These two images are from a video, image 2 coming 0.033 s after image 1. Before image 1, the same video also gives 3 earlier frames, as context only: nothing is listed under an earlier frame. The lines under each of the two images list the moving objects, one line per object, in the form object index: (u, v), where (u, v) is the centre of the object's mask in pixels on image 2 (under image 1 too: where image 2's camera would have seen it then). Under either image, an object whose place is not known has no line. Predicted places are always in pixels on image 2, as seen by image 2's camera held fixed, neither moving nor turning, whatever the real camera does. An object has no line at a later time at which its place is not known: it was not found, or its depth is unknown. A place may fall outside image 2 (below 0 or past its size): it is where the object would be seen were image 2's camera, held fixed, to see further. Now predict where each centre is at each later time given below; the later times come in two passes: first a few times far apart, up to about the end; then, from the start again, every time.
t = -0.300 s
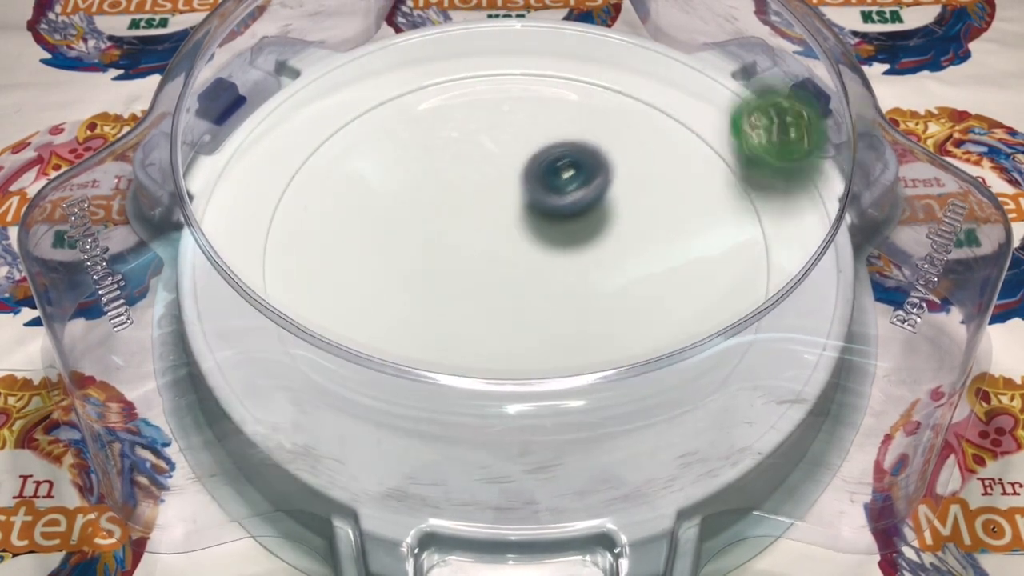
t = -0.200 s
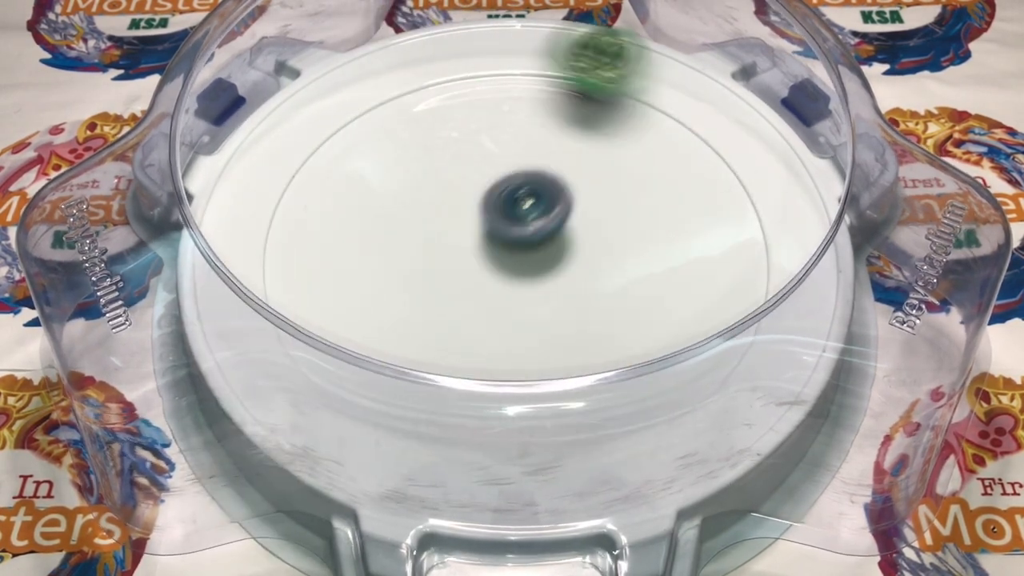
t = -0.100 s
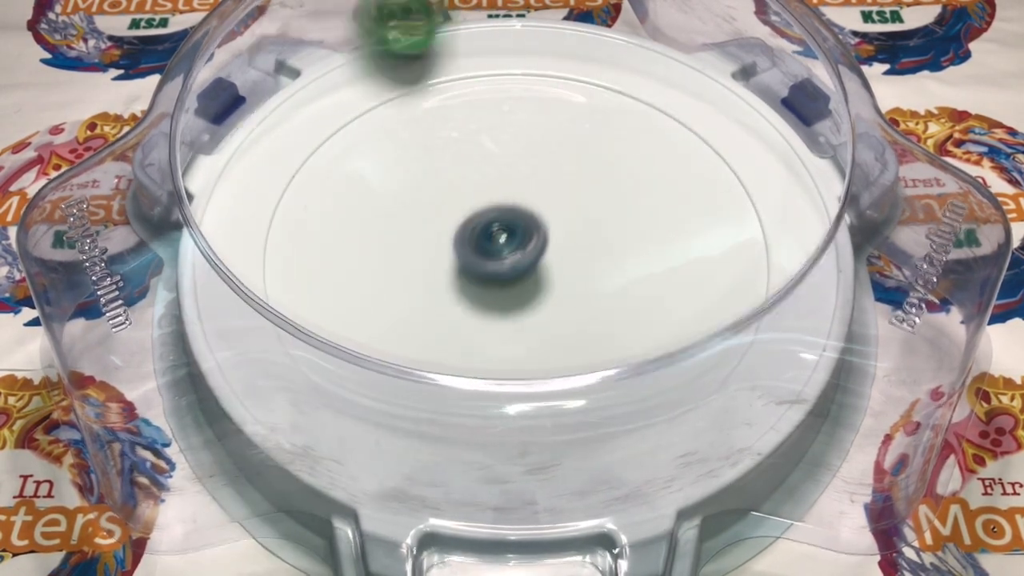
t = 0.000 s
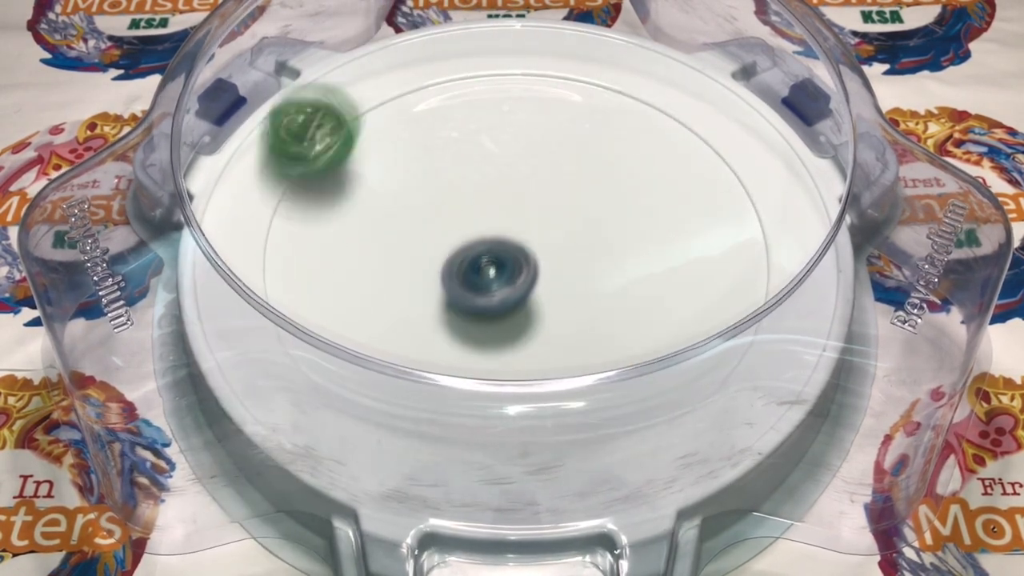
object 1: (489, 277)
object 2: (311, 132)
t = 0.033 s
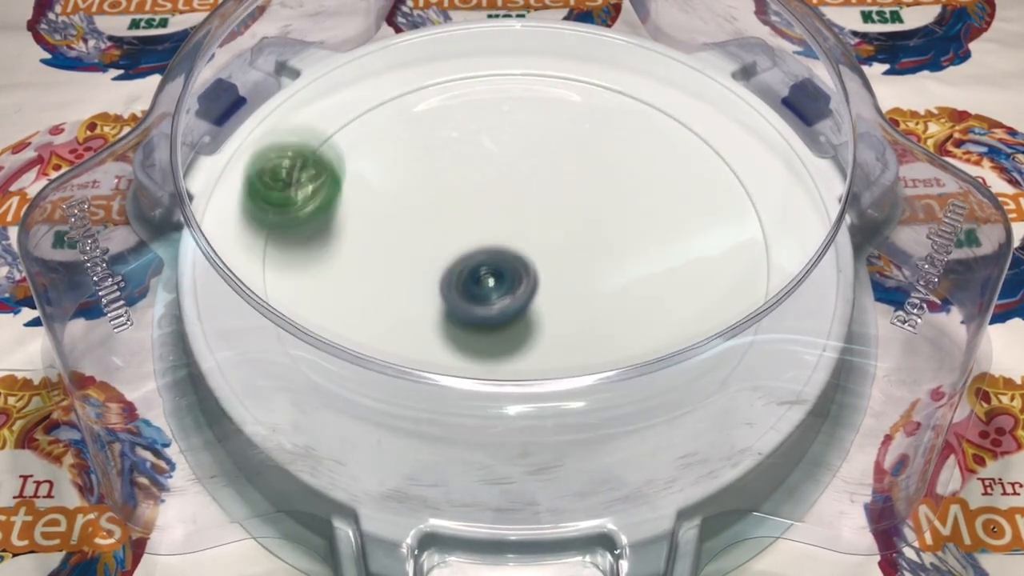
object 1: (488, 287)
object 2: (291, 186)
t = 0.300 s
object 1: (523, 338)
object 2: (704, 344)
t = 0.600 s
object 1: (560, 306)
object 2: (483, 61)
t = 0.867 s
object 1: (511, 247)
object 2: (319, 295)
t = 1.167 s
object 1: (433, 220)
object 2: (753, 257)
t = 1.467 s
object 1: (422, 227)
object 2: (492, 66)
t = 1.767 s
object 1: (466, 222)
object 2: (368, 265)
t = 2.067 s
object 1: (525, 195)
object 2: (708, 299)
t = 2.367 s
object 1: (551, 181)
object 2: (603, 92)
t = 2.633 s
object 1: (565, 186)
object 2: (340, 219)
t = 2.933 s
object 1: (571, 206)
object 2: (653, 360)
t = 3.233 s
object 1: (561, 238)
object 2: (603, 97)
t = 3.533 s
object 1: (542, 269)
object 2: (302, 197)
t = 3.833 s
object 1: (520, 281)
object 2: (591, 367)
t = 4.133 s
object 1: (501, 275)
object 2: (685, 114)
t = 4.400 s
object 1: (490, 258)
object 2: (408, 108)
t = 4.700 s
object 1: (489, 232)
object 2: (429, 367)
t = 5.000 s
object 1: (502, 207)
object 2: (720, 256)
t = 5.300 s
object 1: (521, 195)
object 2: (499, 92)
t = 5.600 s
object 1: (559, 191)
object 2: (330, 264)
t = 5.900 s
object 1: (578, 197)
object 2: (646, 321)
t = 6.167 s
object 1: (572, 223)
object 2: (666, 128)
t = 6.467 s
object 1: (559, 263)
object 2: (395, 160)
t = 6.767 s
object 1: (544, 278)
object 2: (465, 365)
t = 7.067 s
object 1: (507, 269)
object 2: (672, 224)
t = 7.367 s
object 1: (472, 252)
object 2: (471, 106)
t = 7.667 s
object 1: (495, 239)
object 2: (367, 272)
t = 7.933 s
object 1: (539, 208)
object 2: (556, 325)
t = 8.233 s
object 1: (528, 175)
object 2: (642, 178)
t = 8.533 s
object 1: (458, 205)
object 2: (565, 149)
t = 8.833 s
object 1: (412, 272)
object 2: (528, 241)
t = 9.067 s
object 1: (424, 305)
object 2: (534, 311)
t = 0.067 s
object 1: (489, 296)
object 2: (285, 243)
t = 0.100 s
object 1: (491, 305)
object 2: (301, 286)
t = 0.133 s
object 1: (495, 313)
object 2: (322, 357)
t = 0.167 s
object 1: (499, 320)
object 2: (385, 402)
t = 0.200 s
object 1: (504, 326)
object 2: (477, 430)
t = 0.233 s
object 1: (509, 333)
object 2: (567, 424)
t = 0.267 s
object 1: (515, 336)
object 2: (651, 392)
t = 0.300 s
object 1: (523, 338)
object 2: (704, 344)
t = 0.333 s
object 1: (530, 339)
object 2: (734, 289)
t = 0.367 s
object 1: (536, 338)
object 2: (749, 244)
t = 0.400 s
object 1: (543, 337)
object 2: (738, 188)
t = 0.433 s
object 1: (548, 335)
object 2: (710, 144)
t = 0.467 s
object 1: (553, 331)
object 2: (673, 107)
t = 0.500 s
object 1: (557, 325)
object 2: (624, 86)
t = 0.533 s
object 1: (559, 320)
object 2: (574, 72)
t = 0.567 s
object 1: (561, 313)
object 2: (527, 62)
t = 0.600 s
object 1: (560, 306)
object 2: (483, 61)
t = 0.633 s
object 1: (558, 299)
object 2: (440, 69)
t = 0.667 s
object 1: (555, 291)
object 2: (399, 83)
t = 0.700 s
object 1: (550, 283)
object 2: (361, 106)
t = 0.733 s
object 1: (544, 276)
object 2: (330, 137)
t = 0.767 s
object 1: (537, 268)
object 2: (306, 173)
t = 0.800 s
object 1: (529, 261)
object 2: (294, 214)
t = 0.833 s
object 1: (520, 254)
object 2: (297, 261)
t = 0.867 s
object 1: (511, 247)
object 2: (319, 295)
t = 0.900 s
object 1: (501, 242)
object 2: (345, 341)
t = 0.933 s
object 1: (491, 237)
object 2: (396, 382)
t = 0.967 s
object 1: (482, 233)
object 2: (453, 421)
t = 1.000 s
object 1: (472, 229)
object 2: (528, 433)
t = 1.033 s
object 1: (463, 227)
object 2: (597, 415)
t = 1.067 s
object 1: (455, 224)
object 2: (659, 385)
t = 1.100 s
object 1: (447, 222)
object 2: (707, 350)
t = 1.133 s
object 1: (440, 221)
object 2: (737, 308)
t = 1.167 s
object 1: (433, 220)
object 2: (753, 257)
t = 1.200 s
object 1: (428, 220)
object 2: (751, 216)
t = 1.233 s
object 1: (424, 220)
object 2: (738, 170)
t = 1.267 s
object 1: (421, 221)
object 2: (707, 136)
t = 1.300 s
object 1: (419, 222)
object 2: (671, 109)
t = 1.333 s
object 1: (418, 223)
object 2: (636, 86)
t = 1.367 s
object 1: (418, 224)
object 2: (603, 71)
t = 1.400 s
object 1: (419, 225)
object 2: (562, 67)
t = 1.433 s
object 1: (420, 226)
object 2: (523, 65)
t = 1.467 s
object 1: (422, 227)
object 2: (492, 66)
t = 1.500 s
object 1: (424, 228)
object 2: (463, 72)
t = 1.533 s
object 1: (428, 228)
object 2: (435, 81)
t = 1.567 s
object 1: (432, 228)
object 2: (414, 93)
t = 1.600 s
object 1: (436, 227)
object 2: (390, 111)
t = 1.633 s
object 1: (441, 226)
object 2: (370, 136)
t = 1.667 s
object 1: (447, 226)
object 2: (357, 165)
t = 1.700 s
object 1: (453, 225)
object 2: (349, 196)
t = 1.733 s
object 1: (459, 223)
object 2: (354, 234)
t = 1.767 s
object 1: (466, 222)
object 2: (368, 265)
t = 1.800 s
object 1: (473, 219)
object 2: (387, 298)
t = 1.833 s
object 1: (480, 217)
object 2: (420, 324)
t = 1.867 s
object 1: (487, 215)
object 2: (462, 342)
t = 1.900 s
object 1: (494, 212)
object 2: (507, 351)
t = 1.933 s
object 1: (501, 209)
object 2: (554, 361)
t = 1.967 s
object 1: (508, 206)
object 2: (603, 357)
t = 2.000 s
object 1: (514, 202)
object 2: (647, 347)
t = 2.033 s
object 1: (519, 198)
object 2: (679, 318)
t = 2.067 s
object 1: (525, 195)
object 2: (708, 299)
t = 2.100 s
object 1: (529, 192)
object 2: (732, 273)
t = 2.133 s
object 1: (533, 190)
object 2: (745, 241)
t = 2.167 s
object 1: (536, 187)
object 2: (745, 208)
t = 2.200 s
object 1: (539, 186)
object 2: (736, 181)
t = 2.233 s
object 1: (542, 184)
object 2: (719, 155)
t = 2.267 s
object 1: (544, 183)
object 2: (698, 133)
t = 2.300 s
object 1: (547, 182)
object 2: (671, 116)
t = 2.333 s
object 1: (549, 181)
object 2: (635, 100)
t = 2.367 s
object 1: (551, 181)
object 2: (603, 92)
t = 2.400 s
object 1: (553, 181)
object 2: (562, 87)
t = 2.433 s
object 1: (555, 182)
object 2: (527, 88)
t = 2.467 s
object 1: (557, 181)
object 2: (487, 96)
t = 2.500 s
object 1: (558, 182)
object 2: (447, 107)
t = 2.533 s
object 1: (560, 182)
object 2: (409, 127)
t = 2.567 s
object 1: (562, 183)
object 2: (375, 155)
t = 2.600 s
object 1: (564, 185)
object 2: (354, 184)
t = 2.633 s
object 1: (565, 186)
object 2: (340, 219)
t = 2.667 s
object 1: (567, 187)
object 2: (336, 260)
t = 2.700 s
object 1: (568, 189)
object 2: (348, 296)
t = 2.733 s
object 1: (569, 191)
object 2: (375, 324)
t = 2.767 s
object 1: (570, 193)
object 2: (408, 360)
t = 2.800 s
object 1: (571, 195)
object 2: (453, 376)
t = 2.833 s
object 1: (571, 198)
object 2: (503, 397)
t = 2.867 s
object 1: (571, 200)
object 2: (559, 399)
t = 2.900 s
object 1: (571, 203)
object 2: (611, 384)
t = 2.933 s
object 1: (571, 206)
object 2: (653, 360)
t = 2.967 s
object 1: (570, 209)
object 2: (689, 335)
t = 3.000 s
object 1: (570, 212)
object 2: (707, 299)
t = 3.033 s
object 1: (569, 215)
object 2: (725, 265)
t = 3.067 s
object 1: (568, 219)
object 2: (726, 229)
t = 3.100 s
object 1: (567, 222)
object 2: (716, 194)
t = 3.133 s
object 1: (565, 226)
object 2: (695, 161)
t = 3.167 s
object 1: (564, 230)
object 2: (669, 134)
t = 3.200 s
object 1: (562, 234)
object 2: (636, 114)
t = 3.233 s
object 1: (561, 238)
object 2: (603, 97)
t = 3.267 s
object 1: (559, 242)
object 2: (564, 86)
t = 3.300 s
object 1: (557, 246)
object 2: (520, 78)
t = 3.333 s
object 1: (555, 250)
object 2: (478, 79)
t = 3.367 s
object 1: (553, 253)
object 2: (440, 85)
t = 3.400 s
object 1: (551, 257)
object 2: (403, 96)
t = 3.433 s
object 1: (549, 260)
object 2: (366, 114)
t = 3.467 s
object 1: (547, 263)
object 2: (336, 139)
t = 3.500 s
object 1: (544, 266)
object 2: (315, 165)
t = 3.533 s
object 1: (542, 269)
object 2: (302, 197)
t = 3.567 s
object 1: (539, 271)
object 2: (299, 230)
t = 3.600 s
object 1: (537, 273)
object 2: (305, 267)
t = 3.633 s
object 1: (534, 275)
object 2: (328, 299)
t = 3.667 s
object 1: (532, 276)
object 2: (359, 320)
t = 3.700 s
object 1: (529, 277)
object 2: (396, 354)
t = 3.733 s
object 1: (527, 279)
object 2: (445, 373)
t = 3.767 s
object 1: (524, 280)
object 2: (495, 380)
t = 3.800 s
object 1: (522, 280)
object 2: (543, 380)
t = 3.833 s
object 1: (520, 281)
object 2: (591, 367)
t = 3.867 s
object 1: (518, 281)
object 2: (636, 349)
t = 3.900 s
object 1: (516, 281)
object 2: (670, 318)
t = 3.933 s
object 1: (514, 281)
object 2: (699, 296)
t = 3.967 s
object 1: (512, 281)
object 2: (721, 269)
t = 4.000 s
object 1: (509, 280)
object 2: (730, 235)
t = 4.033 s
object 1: (507, 279)
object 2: (730, 201)
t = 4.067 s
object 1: (505, 278)
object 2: (722, 167)
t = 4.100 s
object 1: (503, 277)
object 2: (707, 139)
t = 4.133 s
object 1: (501, 275)
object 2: (685, 114)
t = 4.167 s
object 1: (500, 274)
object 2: (656, 94)
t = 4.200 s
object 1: (498, 272)
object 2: (624, 78)
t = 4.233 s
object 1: (496, 270)
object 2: (590, 69)
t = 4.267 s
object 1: (495, 268)
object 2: (553, 66)
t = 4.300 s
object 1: (493, 266)
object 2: (514, 67)
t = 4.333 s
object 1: (492, 264)
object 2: (477, 74)
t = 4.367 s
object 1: (491, 261)
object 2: (442, 87)
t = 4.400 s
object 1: (490, 258)
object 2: (408, 108)
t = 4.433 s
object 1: (489, 256)
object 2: (380, 130)
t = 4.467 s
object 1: (489, 253)
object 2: (359, 158)
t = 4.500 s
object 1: (489, 251)
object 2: (344, 187)
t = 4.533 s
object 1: (488, 249)
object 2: (337, 221)
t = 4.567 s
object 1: (488, 245)
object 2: (340, 254)
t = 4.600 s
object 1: (488, 242)
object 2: (348, 289)
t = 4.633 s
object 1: (488, 238)
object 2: (370, 316)
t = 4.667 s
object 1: (488, 235)
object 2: (395, 344)
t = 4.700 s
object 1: (489, 232)
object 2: (429, 367)
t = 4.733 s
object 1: (490, 229)
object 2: (468, 379)
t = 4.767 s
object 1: (491, 226)
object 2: (515, 395)
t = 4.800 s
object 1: (493, 223)
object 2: (561, 394)
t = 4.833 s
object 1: (494, 220)
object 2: (606, 385)
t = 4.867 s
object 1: (496, 217)
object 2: (643, 362)
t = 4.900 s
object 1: (498, 214)
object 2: (677, 343)
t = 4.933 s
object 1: (499, 211)
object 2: (694, 308)
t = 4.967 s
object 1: (500, 208)
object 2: (713, 285)
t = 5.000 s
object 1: (502, 207)
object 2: (720, 256)
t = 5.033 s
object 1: (503, 205)
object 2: (714, 223)
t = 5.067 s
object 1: (505, 203)
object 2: (704, 196)
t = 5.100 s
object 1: (507, 201)
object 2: (685, 170)
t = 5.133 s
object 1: (509, 200)
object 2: (661, 146)
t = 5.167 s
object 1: (510, 199)
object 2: (633, 127)
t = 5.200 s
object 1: (513, 198)
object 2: (602, 112)
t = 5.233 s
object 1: (516, 197)
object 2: (569, 101)
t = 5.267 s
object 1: (518, 196)
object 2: (533, 94)
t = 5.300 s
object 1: (521, 195)
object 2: (499, 92)
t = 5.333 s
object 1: (523, 195)
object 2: (464, 93)
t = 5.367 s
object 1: (525, 194)
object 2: (428, 101)
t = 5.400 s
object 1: (530, 194)
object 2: (398, 112)
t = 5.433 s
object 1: (535, 193)
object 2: (369, 129)
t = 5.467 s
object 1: (540, 193)
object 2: (347, 150)
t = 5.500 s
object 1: (545, 192)
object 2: (329, 175)
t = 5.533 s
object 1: (550, 192)
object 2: (321, 203)
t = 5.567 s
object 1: (555, 191)
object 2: (320, 234)
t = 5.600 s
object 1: (559, 191)
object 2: (330, 264)
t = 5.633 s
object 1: (563, 191)
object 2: (348, 295)
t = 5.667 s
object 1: (567, 191)
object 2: (377, 315)
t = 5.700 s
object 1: (569, 191)
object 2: (412, 332)
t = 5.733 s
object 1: (572, 191)
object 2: (450, 343)
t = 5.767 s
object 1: (574, 191)
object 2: (492, 349)
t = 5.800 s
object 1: (575, 192)
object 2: (532, 350)
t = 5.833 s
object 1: (576, 193)
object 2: (573, 345)
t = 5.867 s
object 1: (577, 195)
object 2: (611, 336)
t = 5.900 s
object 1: (578, 197)
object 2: (646, 321)
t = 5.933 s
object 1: (578, 198)
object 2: (674, 305)
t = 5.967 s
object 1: (578, 201)
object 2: (696, 282)
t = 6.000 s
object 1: (577, 204)
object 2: (710, 253)
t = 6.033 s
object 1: (576, 207)
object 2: (716, 225)
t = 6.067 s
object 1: (576, 211)
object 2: (714, 197)
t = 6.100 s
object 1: (574, 215)
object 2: (705, 172)
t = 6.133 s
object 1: (573, 219)
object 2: (688, 148)
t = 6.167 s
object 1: (572, 223)
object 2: (666, 128)
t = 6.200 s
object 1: (570, 228)
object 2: (639, 114)
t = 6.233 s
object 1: (568, 232)
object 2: (611, 104)
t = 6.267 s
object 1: (567, 237)
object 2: (579, 99)
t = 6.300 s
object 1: (565, 241)
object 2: (545, 98)
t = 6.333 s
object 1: (564, 246)
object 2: (511, 102)
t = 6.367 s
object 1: (563, 250)
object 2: (478, 110)
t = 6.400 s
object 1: (561, 255)
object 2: (447, 123)
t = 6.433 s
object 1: (560, 259)
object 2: (419, 140)
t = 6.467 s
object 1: (559, 263)
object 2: (395, 160)
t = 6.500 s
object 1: (558, 266)
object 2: (376, 182)
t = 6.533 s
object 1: (557, 269)
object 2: (363, 208)
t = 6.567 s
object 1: (556, 272)
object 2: (355, 234)
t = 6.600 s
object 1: (554, 274)
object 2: (355, 261)
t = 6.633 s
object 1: (553, 275)
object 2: (362, 288)
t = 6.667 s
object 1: (551, 276)
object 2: (378, 313)
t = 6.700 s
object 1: (549, 278)
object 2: (403, 330)
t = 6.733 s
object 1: (547, 278)
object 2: (432, 351)
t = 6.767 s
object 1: (544, 278)
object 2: (465, 365)
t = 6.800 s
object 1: (540, 278)
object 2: (502, 373)
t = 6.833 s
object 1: (537, 277)
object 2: (539, 371)
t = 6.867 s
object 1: (534, 277)
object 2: (574, 358)
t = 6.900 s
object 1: (530, 276)
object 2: (605, 339)
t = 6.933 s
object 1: (526, 275)
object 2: (634, 326)
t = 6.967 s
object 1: (521, 274)
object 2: (656, 306)
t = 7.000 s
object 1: (517, 272)
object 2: (669, 279)
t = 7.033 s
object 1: (512, 271)
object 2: (674, 251)
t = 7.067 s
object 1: (507, 269)
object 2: (672, 224)
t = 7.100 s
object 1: (502, 267)
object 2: (664, 200)
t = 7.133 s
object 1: (498, 266)
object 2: (651, 176)
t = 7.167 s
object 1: (493, 264)
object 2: (633, 154)
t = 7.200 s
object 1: (489, 262)
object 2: (613, 137)
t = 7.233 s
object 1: (485, 260)
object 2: (589, 124)
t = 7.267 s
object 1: (482, 258)
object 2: (562, 112)
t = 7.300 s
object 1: (478, 256)
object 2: (532, 104)
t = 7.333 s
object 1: (475, 254)
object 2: (501, 102)
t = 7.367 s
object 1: (472, 252)
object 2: (471, 106)
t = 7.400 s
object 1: (470, 250)
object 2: (444, 113)
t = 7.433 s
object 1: (468, 248)
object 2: (420, 126)
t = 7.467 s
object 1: (467, 246)
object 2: (398, 143)
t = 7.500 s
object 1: (466, 243)
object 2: (383, 165)
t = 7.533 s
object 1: (465, 241)
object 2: (372, 189)
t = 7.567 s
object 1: (467, 240)
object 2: (369, 213)
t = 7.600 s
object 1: (478, 241)
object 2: (363, 235)
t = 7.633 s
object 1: (487, 241)
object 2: (362, 253)
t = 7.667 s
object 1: (495, 239)
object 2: (367, 272)
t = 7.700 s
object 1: (502, 236)
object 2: (378, 292)
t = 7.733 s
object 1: (509, 232)
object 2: (395, 309)
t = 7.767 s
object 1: (516, 228)
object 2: (414, 323)
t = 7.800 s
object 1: (522, 224)
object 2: (442, 332)
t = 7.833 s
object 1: (528, 220)
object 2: (471, 338)
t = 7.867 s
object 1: (532, 216)
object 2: (501, 338)
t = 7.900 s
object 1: (536, 212)
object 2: (529, 334)
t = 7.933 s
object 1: (539, 208)
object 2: (556, 325)
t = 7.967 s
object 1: (542, 205)
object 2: (582, 313)
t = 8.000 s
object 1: (544, 201)
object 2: (604, 295)
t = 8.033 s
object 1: (546, 198)
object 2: (620, 274)
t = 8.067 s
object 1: (548, 195)
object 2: (628, 252)
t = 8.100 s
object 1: (547, 192)
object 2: (634, 231)
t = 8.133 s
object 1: (541, 184)
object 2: (640, 217)
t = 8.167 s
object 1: (537, 180)
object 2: (646, 203)
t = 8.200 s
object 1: (533, 177)
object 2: (646, 189)
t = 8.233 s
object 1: (528, 175)
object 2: (642, 178)
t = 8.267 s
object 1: (523, 174)
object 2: (638, 168)
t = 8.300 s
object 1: (518, 174)
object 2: (628, 158)
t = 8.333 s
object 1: (513, 175)
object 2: (616, 152)
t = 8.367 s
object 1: (509, 177)
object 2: (603, 147)
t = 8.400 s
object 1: (498, 182)
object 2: (592, 146)
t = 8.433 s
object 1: (481, 187)
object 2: (588, 144)
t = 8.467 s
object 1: (471, 193)
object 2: (583, 144)
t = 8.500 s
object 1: (464, 199)
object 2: (575, 146)
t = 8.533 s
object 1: (458, 205)
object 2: (565, 149)
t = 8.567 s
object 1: (454, 212)
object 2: (558, 153)
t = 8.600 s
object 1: (451, 219)
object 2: (550, 160)
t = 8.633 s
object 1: (449, 226)
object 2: (538, 169)
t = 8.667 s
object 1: (447, 233)
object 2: (530, 180)
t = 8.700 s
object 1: (445, 239)
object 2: (524, 192)
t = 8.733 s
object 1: (432, 249)
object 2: (522, 204)
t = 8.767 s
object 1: (421, 258)
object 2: (529, 217)
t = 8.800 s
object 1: (415, 265)
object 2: (529, 227)
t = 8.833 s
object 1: (412, 272)
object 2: (528, 241)
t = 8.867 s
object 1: (409, 279)
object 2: (526, 254)
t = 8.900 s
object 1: (409, 285)
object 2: (524, 269)
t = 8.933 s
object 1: (410, 290)
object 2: (525, 280)
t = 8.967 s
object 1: (412, 294)
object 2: (527, 292)
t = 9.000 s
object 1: (415, 298)
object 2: (530, 300)
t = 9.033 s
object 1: (419, 302)
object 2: (532, 308)
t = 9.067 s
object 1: (424, 305)
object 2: (534, 311)
